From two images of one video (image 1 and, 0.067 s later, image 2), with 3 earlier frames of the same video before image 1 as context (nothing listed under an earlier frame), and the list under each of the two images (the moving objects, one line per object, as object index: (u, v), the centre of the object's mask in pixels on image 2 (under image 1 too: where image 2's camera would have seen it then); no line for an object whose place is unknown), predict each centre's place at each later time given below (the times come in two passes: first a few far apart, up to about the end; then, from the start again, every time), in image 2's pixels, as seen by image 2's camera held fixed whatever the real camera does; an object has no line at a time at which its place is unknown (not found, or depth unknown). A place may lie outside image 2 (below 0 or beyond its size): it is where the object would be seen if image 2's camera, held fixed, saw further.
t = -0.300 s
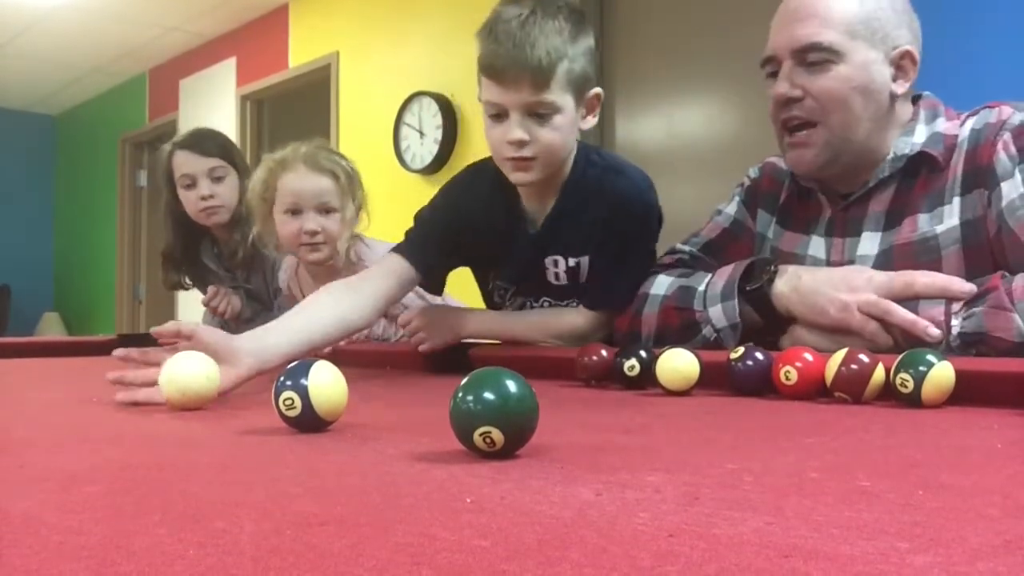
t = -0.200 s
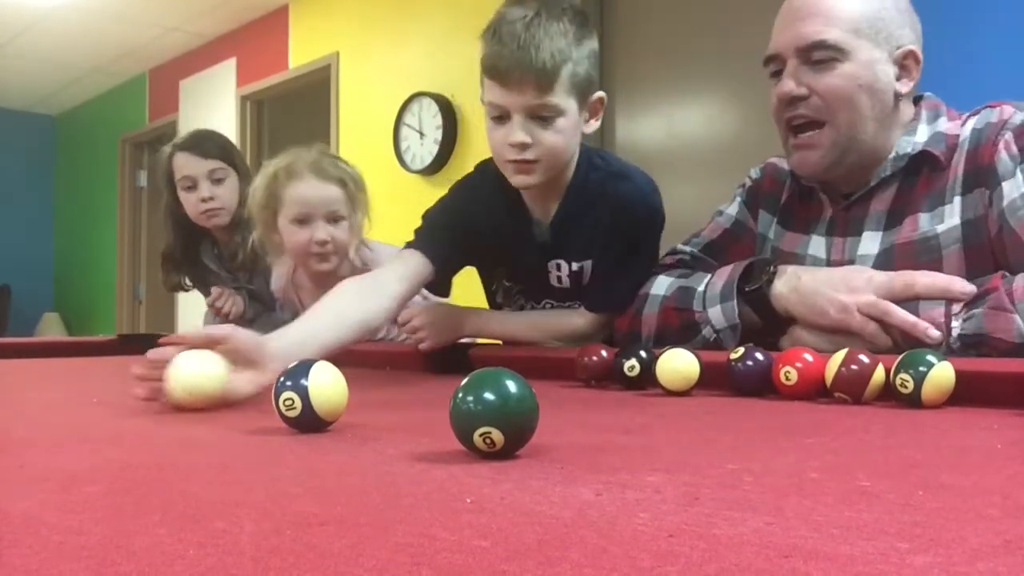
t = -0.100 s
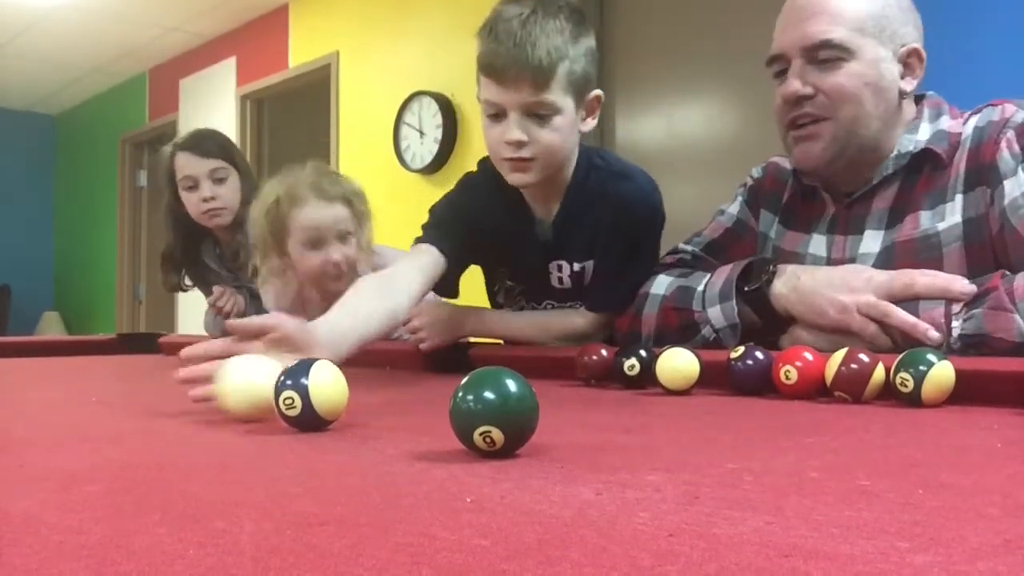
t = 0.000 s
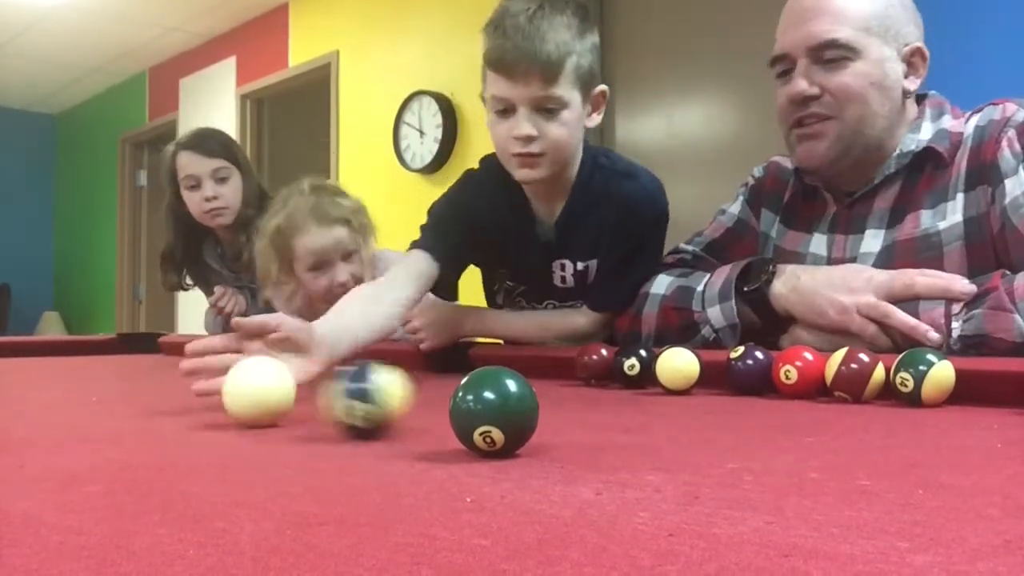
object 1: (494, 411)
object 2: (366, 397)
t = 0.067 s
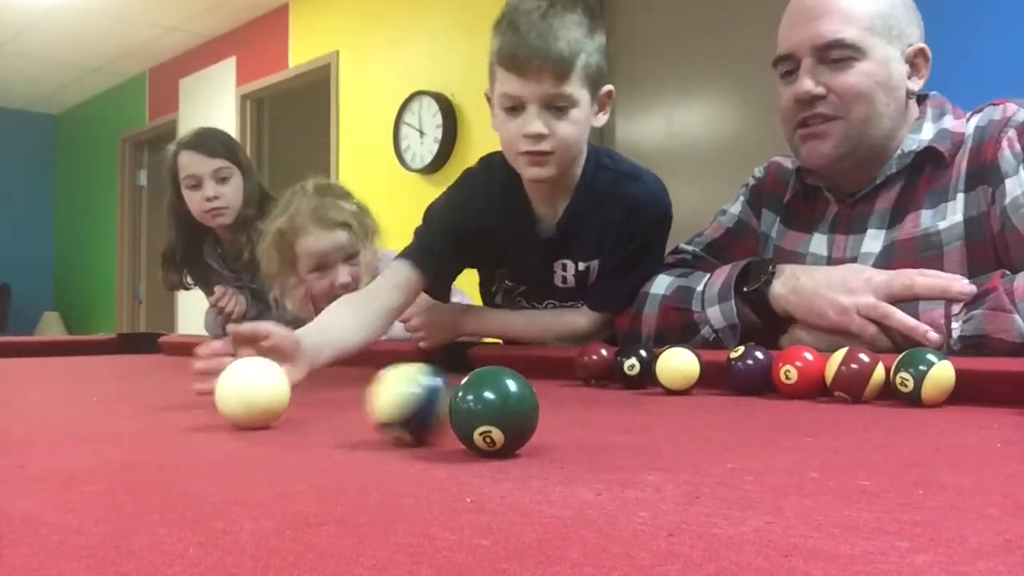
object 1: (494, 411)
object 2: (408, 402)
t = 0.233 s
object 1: (588, 419)
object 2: (435, 409)
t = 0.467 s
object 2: (450, 413)
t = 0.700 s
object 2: (464, 417)
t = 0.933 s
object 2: (477, 422)
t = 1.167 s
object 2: (488, 424)
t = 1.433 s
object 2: (497, 426)
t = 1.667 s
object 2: (498, 427)
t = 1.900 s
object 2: (495, 428)
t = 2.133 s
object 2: (495, 428)
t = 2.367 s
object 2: (495, 428)
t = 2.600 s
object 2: (495, 428)
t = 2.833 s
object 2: (495, 428)
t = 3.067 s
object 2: (495, 428)
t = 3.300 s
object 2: (495, 428)
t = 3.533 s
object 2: (495, 428)
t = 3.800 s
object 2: (495, 428)
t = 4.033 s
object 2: (495, 428)
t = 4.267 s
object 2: (495, 428)
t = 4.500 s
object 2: (495, 428)
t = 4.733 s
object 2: (495, 428)
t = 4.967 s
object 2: (495, 428)
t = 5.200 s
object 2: (495, 428)
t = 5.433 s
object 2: (495, 428)
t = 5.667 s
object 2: (495, 428)
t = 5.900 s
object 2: (495, 428)
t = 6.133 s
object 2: (495, 428)
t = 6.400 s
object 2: (495, 428)
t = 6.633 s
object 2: (495, 428)
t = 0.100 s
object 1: (501, 410)
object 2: (425, 405)
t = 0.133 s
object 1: (527, 413)
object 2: (428, 406)
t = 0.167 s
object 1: (549, 414)
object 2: (430, 407)
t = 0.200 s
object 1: (569, 417)
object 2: (433, 408)
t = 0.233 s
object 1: (588, 419)
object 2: (435, 409)
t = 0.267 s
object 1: (609, 420)
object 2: (437, 409)
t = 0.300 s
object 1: (629, 421)
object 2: (440, 410)
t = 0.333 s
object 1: (649, 423)
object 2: (442, 410)
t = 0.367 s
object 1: (670, 424)
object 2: (444, 411)
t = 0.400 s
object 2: (446, 412)
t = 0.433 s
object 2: (448, 412)
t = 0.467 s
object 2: (450, 413)
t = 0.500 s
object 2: (452, 413)
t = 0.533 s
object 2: (454, 414)
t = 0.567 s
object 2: (456, 415)
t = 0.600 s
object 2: (458, 416)
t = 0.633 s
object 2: (460, 416)
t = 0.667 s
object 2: (462, 416)
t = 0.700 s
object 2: (464, 417)
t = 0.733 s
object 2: (466, 418)
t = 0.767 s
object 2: (469, 419)
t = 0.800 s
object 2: (471, 419)
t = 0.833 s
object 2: (472, 420)
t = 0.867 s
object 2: (474, 421)
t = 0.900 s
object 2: (476, 421)
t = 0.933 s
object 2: (477, 422)
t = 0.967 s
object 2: (479, 422)
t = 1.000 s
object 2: (481, 422)
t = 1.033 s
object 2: (482, 423)
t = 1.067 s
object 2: (484, 423)
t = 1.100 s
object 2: (485, 423)
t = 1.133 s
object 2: (487, 424)
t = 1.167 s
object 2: (488, 424)
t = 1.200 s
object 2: (489, 425)
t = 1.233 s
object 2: (491, 425)
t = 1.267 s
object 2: (492, 425)
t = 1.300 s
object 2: (493, 425)
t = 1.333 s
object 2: (494, 425)
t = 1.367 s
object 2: (495, 426)
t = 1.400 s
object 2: (496, 426)
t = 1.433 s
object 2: (497, 426)
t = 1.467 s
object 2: (498, 426)
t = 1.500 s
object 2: (498, 427)
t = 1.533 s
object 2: (498, 427)
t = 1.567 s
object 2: (498, 427)
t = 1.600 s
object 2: (498, 427)
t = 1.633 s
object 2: (498, 427)
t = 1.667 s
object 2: (498, 427)
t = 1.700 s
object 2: (497, 427)
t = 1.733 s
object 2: (497, 427)
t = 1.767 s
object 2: (496, 428)
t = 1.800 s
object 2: (496, 428)
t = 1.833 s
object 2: (495, 428)
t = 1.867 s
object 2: (495, 428)
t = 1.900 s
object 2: (495, 428)
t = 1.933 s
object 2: (495, 428)
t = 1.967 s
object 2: (495, 428)
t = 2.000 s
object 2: (495, 428)
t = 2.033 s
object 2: (495, 428)
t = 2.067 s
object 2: (495, 428)
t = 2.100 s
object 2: (495, 428)
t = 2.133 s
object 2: (495, 428)
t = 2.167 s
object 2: (495, 428)
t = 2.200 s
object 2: (495, 428)
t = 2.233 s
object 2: (495, 428)
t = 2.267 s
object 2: (495, 428)
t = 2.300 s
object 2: (495, 428)
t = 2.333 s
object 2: (495, 428)
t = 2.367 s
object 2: (495, 428)
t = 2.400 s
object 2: (495, 428)
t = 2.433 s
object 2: (495, 428)
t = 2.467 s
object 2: (495, 428)
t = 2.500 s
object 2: (495, 428)
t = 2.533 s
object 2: (495, 428)
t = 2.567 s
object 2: (495, 428)
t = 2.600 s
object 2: (495, 428)
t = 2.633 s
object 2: (495, 428)
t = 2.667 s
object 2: (495, 428)
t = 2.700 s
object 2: (495, 428)
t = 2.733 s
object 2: (495, 428)
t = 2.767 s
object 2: (495, 428)
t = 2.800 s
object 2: (495, 428)
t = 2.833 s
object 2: (495, 428)
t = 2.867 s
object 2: (495, 428)
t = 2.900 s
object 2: (495, 428)
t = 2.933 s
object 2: (495, 428)
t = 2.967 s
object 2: (495, 428)
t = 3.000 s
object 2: (495, 428)
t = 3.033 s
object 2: (495, 428)
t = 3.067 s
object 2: (495, 428)
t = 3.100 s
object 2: (495, 428)
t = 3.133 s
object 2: (495, 428)
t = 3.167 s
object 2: (495, 428)
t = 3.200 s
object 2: (495, 428)
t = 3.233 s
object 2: (495, 428)
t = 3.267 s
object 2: (495, 428)
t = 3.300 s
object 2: (495, 428)
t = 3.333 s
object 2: (495, 428)
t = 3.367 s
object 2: (495, 428)
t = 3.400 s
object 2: (495, 428)
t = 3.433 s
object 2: (495, 428)
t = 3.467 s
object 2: (495, 428)
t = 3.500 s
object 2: (495, 428)
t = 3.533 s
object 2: (495, 428)
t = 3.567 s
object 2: (495, 428)
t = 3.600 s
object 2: (495, 428)
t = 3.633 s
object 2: (495, 428)
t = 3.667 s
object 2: (495, 428)
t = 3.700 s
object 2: (495, 428)
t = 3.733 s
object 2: (495, 428)
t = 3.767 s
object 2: (495, 428)
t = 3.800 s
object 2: (495, 428)
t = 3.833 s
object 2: (495, 428)
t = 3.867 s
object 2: (495, 428)
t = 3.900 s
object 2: (495, 428)
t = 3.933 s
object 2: (495, 428)
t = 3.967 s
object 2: (495, 428)
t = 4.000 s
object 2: (495, 428)
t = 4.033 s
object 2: (495, 428)
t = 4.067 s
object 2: (495, 428)
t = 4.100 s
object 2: (495, 428)
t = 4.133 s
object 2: (495, 428)
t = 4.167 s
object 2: (495, 428)
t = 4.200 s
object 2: (495, 428)
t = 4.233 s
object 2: (495, 428)
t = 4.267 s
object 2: (495, 428)
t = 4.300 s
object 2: (495, 428)
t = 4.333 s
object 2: (495, 428)
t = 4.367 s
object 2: (495, 428)
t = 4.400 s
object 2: (495, 428)
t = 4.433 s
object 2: (495, 428)
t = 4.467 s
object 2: (495, 428)
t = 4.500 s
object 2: (495, 428)
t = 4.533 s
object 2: (495, 428)
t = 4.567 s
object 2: (495, 428)
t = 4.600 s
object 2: (495, 428)
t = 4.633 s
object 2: (495, 428)
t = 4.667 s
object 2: (495, 428)
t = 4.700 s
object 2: (495, 428)
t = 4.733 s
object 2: (495, 428)
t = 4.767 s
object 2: (495, 428)
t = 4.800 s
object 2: (495, 428)
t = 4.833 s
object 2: (495, 428)
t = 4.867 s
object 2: (495, 428)
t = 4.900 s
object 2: (495, 428)
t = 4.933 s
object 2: (495, 428)
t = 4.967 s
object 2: (495, 428)
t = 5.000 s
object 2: (495, 428)
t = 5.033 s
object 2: (495, 428)
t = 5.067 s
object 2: (495, 428)
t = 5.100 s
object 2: (495, 428)
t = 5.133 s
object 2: (495, 428)
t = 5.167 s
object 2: (495, 428)
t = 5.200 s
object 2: (495, 428)
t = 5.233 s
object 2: (495, 428)
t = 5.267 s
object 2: (495, 428)
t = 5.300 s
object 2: (495, 428)
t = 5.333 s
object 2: (495, 428)
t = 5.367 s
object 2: (495, 428)
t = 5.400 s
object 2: (495, 428)
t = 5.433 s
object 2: (495, 428)
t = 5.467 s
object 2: (495, 428)
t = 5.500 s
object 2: (495, 428)
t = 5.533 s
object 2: (495, 428)
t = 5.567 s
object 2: (495, 428)
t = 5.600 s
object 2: (495, 428)
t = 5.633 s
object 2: (495, 428)
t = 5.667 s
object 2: (495, 428)
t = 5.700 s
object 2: (495, 428)
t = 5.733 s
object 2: (495, 428)
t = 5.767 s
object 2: (495, 428)
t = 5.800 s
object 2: (495, 428)
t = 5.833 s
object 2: (495, 428)
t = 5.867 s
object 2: (495, 428)
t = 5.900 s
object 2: (495, 428)
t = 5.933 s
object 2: (495, 428)
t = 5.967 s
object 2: (495, 428)
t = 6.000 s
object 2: (495, 428)
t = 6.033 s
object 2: (495, 428)
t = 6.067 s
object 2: (495, 428)
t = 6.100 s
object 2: (495, 428)
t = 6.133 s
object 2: (495, 428)
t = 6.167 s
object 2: (495, 428)
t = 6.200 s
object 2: (495, 428)
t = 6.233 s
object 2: (495, 428)
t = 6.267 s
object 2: (495, 428)
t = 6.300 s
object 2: (495, 428)
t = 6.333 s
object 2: (495, 428)
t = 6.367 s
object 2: (495, 428)
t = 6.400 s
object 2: (495, 428)
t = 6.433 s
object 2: (495, 428)
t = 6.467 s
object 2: (495, 428)
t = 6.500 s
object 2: (495, 428)
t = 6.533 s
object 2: (495, 428)
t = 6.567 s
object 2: (495, 428)
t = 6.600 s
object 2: (495, 428)
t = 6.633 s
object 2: (495, 428)
